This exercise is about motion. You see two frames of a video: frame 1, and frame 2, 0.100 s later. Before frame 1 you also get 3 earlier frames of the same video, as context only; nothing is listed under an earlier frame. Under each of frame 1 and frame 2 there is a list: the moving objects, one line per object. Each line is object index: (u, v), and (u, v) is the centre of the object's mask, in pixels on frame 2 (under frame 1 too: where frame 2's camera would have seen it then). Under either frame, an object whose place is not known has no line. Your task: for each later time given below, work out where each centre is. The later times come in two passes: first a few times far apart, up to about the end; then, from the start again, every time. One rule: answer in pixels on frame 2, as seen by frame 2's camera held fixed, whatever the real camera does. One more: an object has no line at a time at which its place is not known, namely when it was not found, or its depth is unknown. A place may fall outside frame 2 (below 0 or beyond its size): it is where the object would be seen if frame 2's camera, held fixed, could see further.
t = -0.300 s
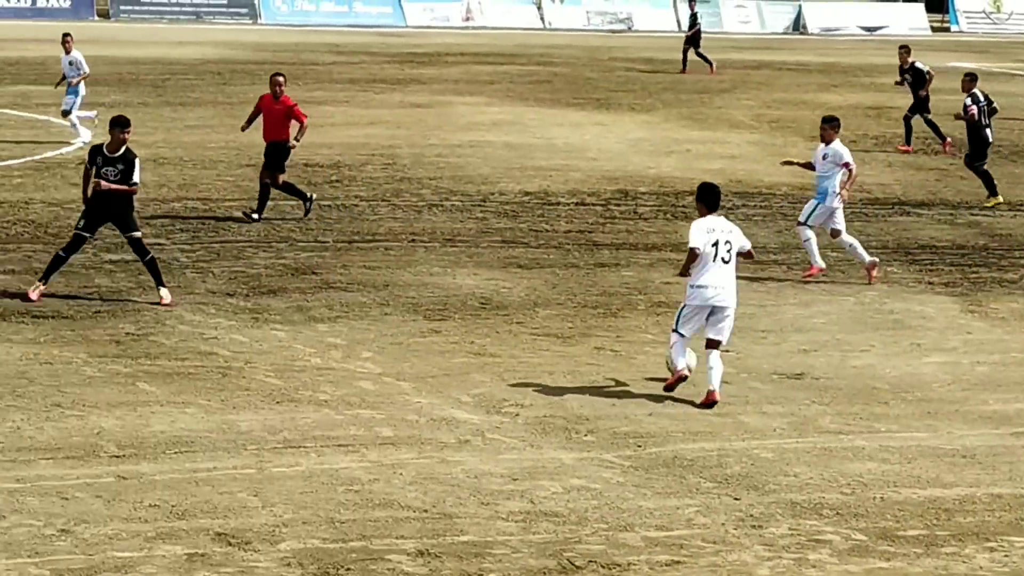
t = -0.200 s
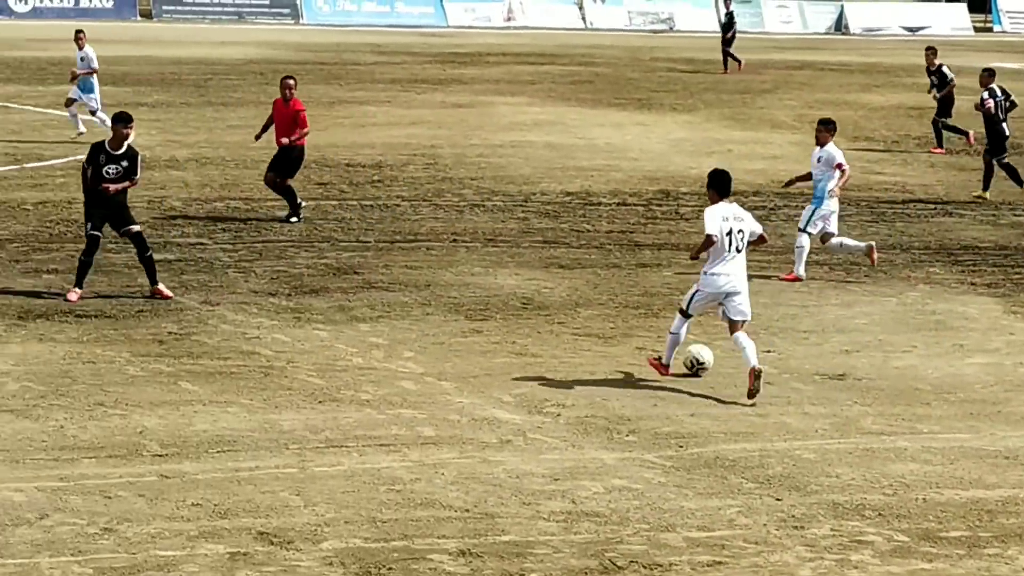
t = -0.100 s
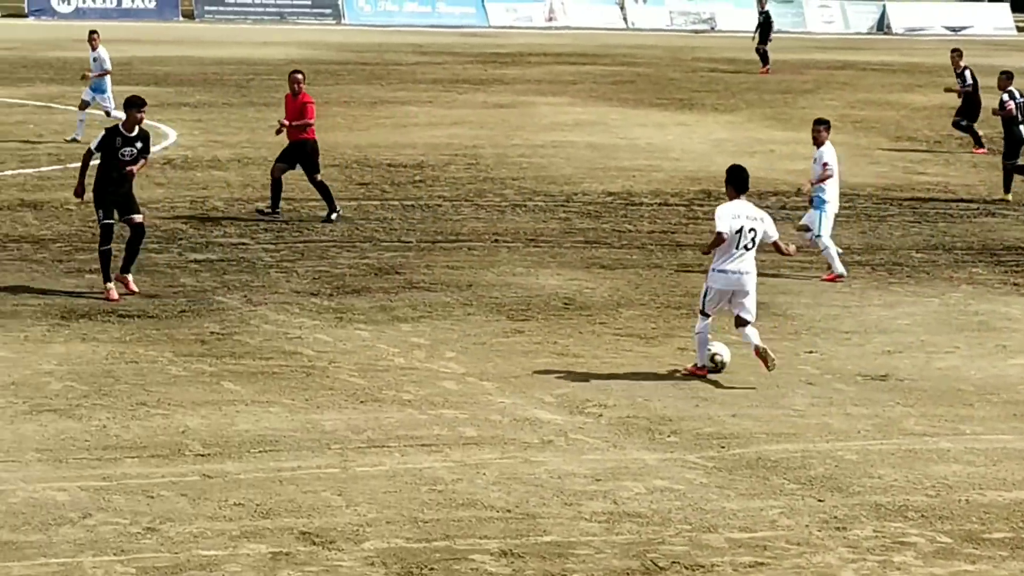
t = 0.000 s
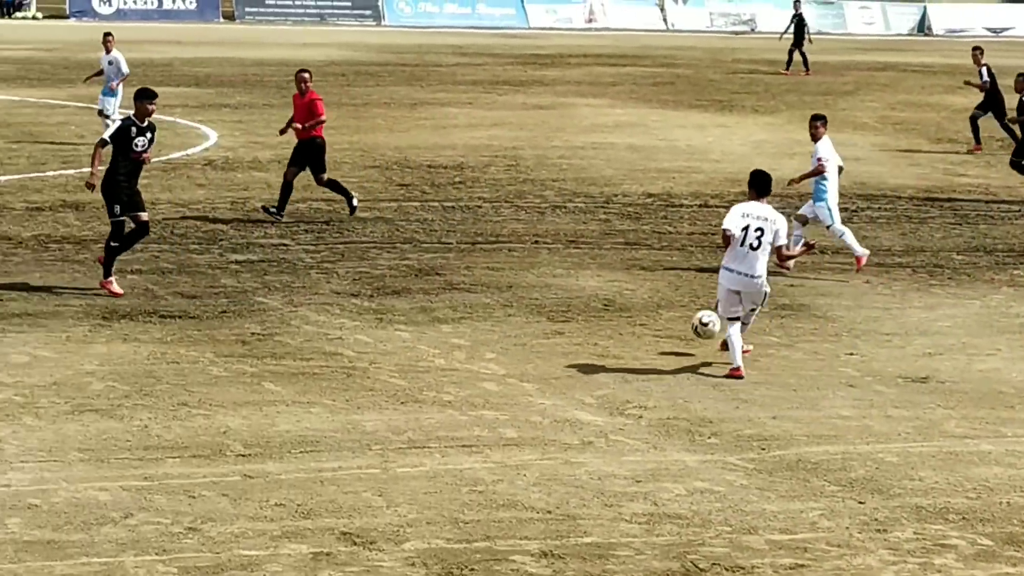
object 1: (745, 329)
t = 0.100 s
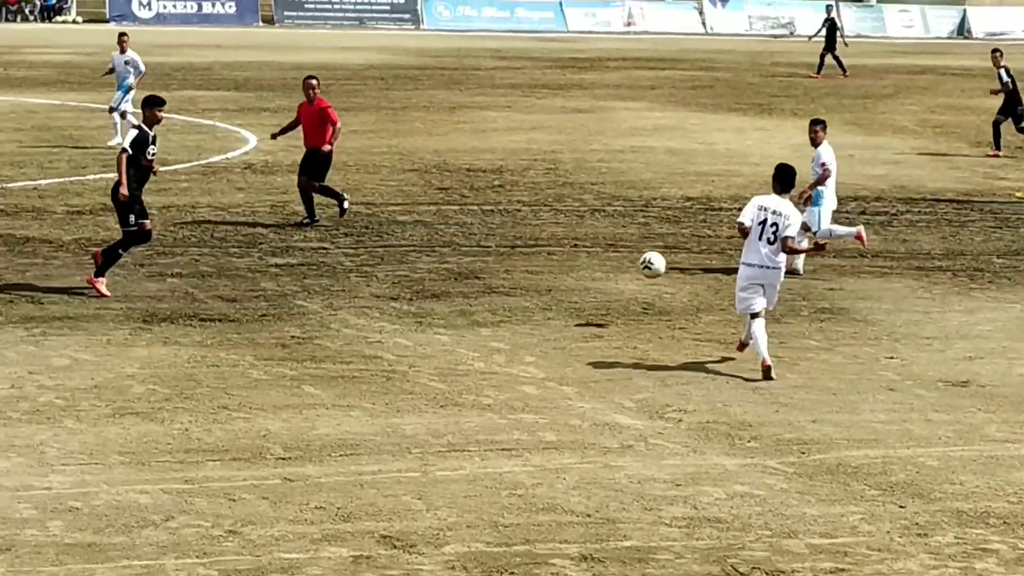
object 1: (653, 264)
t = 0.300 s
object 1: (495, 185)
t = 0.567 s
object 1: (326, 152)
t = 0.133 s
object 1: (624, 246)
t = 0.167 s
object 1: (597, 230)
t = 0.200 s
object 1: (570, 217)
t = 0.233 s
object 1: (545, 206)
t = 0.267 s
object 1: (520, 195)
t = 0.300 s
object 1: (495, 185)
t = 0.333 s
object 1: (472, 177)
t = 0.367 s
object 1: (449, 170)
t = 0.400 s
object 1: (428, 165)
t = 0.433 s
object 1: (407, 161)
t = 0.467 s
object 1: (386, 157)
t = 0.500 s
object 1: (366, 155)
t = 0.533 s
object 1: (346, 154)
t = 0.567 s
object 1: (326, 152)
